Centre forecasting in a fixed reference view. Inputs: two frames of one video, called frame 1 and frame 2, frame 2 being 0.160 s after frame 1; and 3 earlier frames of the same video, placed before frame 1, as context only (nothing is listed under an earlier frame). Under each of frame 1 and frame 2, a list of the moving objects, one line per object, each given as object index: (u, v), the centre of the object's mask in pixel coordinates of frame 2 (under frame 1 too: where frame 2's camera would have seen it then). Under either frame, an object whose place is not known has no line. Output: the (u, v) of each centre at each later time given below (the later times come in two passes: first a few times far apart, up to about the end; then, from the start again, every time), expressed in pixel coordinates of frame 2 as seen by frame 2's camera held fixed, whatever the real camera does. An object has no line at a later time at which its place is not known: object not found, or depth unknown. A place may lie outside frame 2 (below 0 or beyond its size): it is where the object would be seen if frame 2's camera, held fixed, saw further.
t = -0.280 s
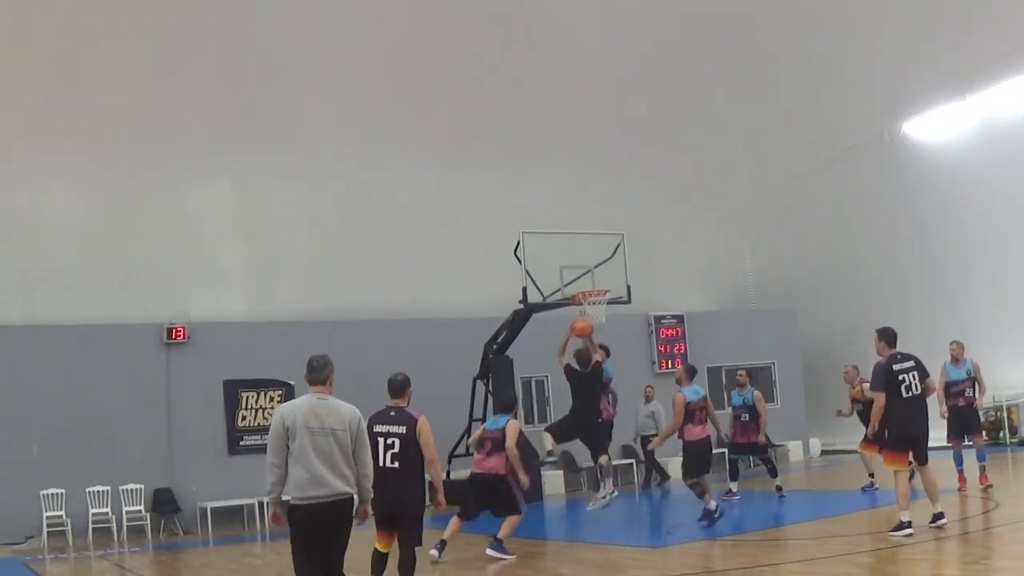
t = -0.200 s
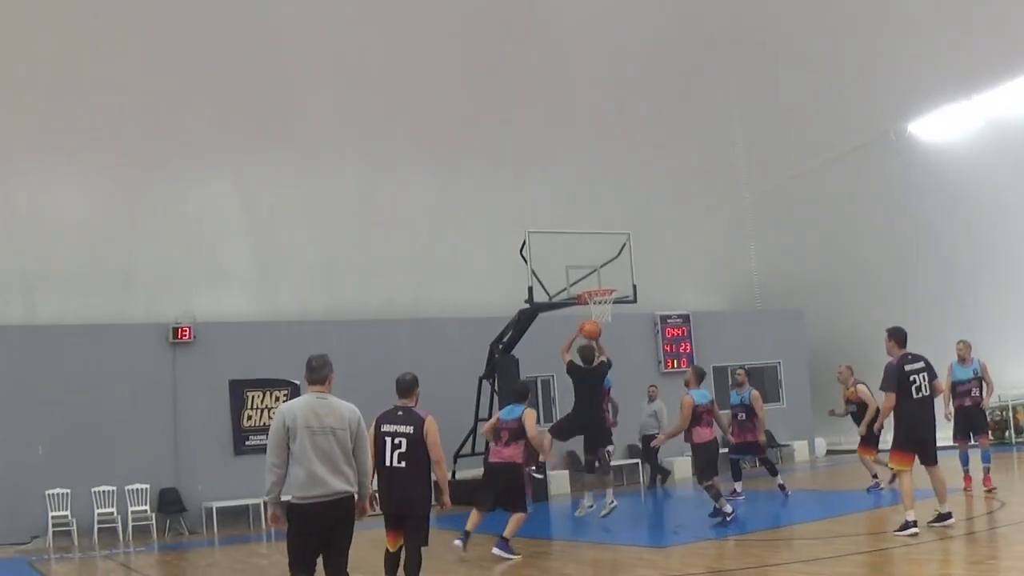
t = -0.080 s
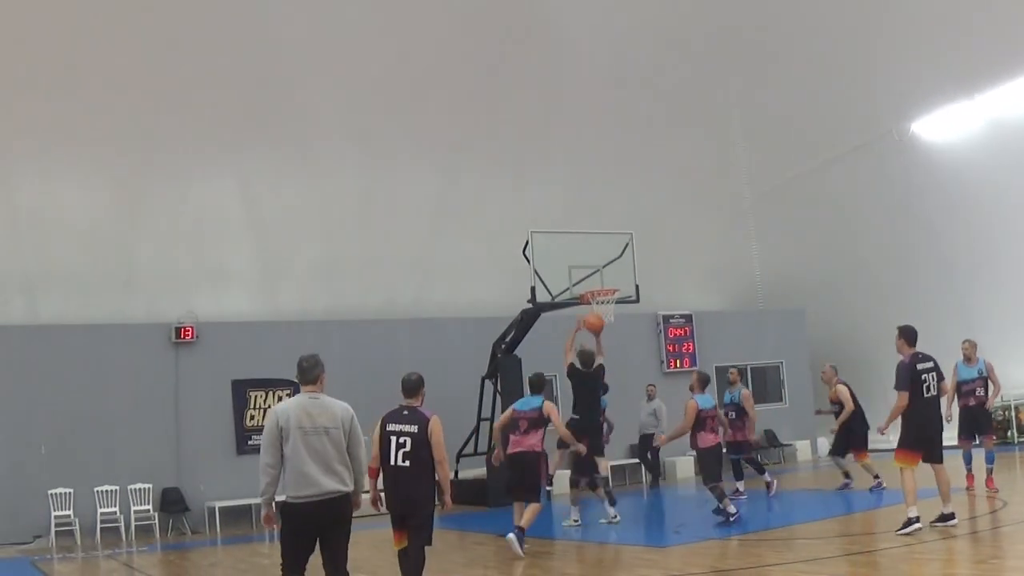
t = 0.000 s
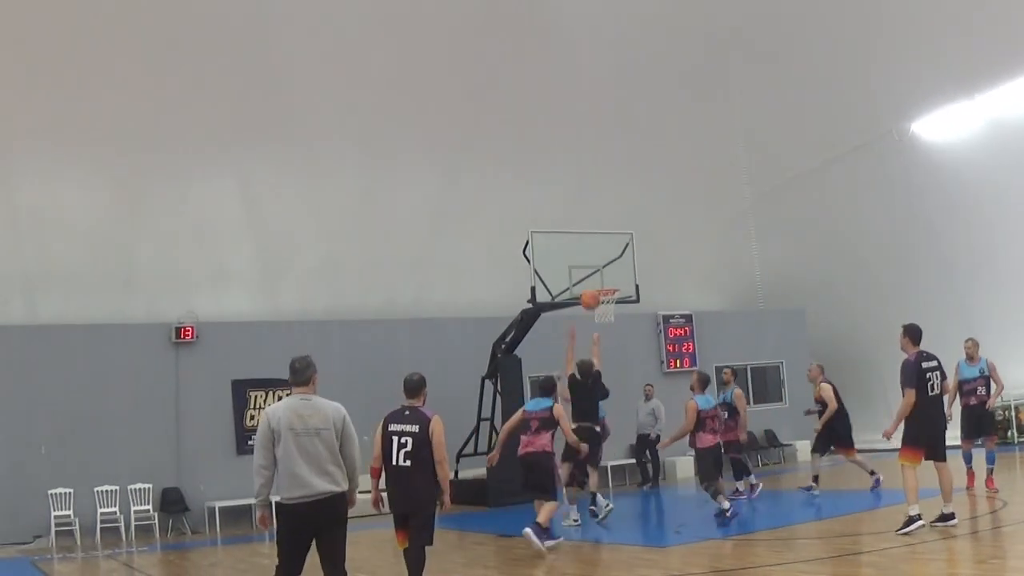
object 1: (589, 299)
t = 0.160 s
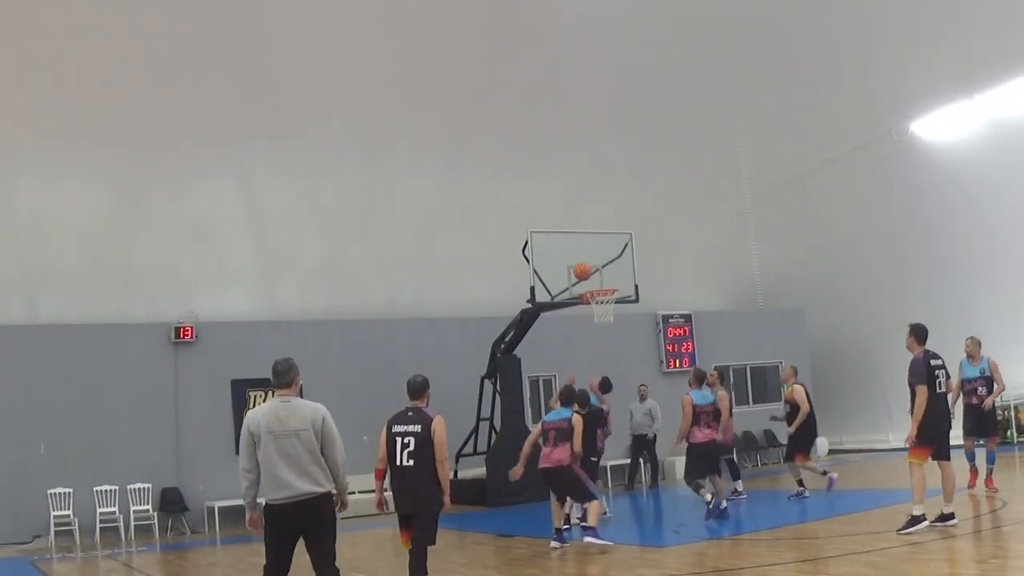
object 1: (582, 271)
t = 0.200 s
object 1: (581, 267)
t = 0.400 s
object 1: (576, 267)
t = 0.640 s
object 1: (605, 284)
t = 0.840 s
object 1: (602, 278)
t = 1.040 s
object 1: (602, 281)
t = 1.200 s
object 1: (606, 281)
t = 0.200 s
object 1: (581, 267)
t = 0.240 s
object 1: (580, 265)
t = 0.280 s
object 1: (579, 264)
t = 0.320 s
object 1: (578, 264)
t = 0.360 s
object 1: (577, 265)
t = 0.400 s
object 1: (576, 267)
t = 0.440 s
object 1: (575, 270)
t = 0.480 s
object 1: (577, 272)
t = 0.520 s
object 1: (587, 277)
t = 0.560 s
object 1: (596, 281)
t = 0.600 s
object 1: (605, 286)
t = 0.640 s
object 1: (605, 284)
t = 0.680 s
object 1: (604, 283)
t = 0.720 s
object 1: (603, 283)
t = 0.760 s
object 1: (603, 280)
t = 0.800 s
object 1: (603, 279)
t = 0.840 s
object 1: (602, 278)
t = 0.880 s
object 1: (602, 277)
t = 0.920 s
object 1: (602, 277)
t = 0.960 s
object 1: (601, 279)
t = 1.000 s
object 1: (601, 280)
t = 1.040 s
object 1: (602, 281)
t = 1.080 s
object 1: (602, 281)
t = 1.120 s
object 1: (604, 281)
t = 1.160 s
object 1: (605, 281)
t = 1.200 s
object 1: (606, 281)
